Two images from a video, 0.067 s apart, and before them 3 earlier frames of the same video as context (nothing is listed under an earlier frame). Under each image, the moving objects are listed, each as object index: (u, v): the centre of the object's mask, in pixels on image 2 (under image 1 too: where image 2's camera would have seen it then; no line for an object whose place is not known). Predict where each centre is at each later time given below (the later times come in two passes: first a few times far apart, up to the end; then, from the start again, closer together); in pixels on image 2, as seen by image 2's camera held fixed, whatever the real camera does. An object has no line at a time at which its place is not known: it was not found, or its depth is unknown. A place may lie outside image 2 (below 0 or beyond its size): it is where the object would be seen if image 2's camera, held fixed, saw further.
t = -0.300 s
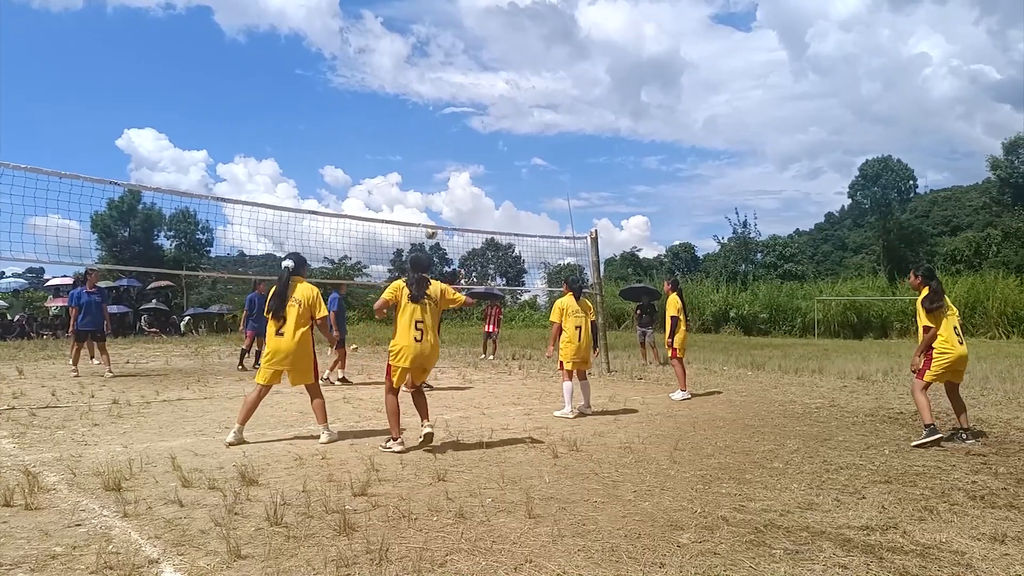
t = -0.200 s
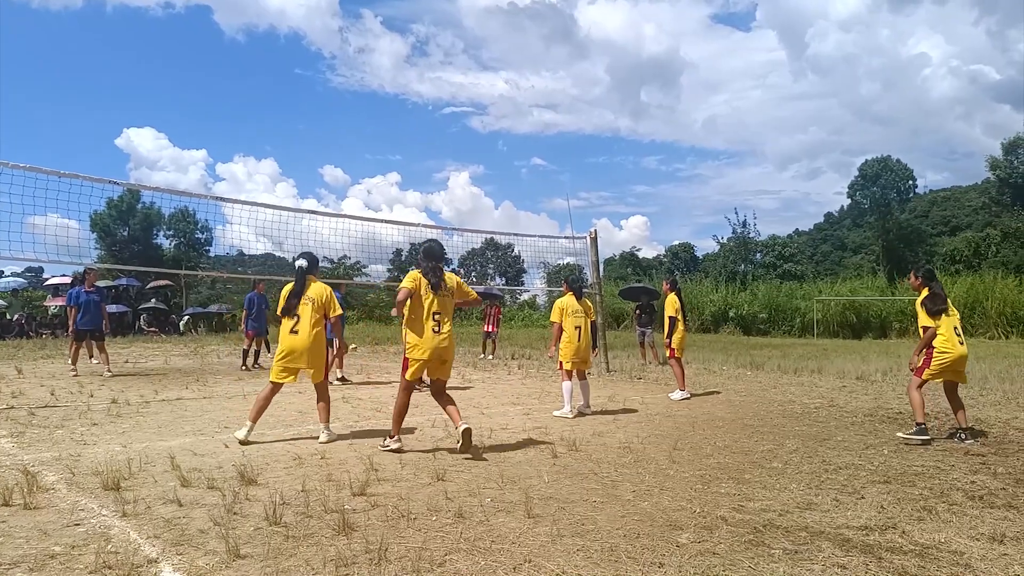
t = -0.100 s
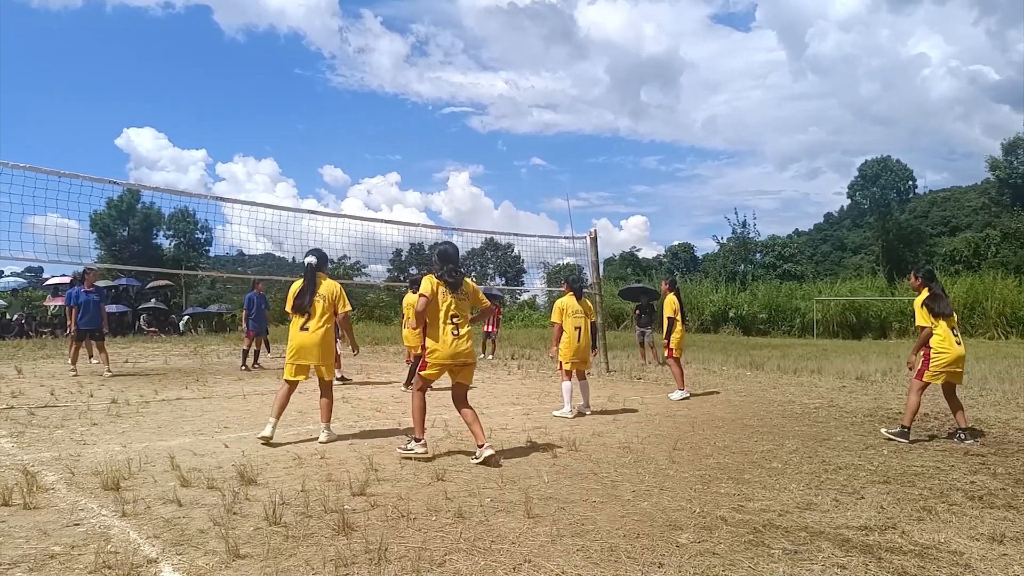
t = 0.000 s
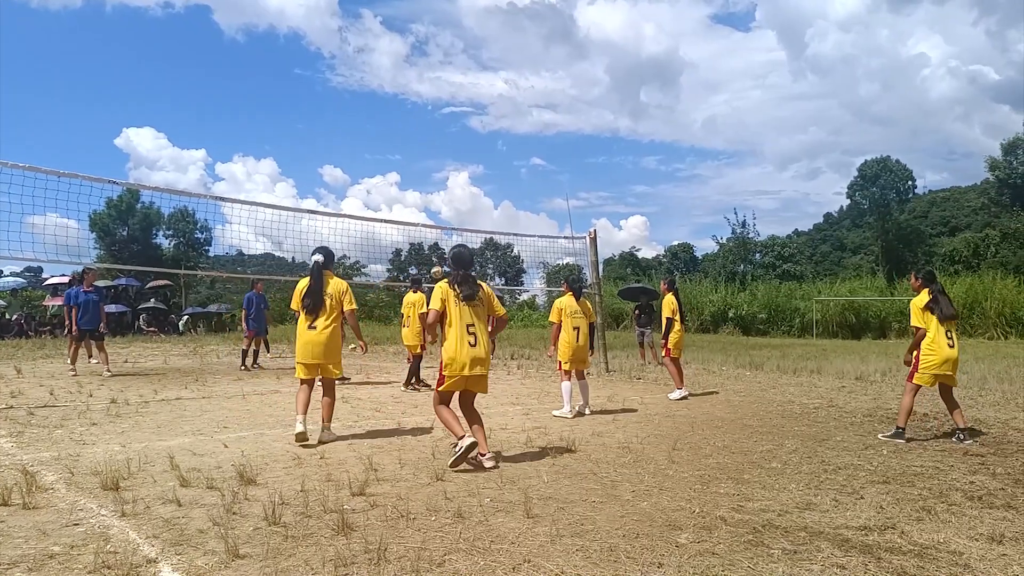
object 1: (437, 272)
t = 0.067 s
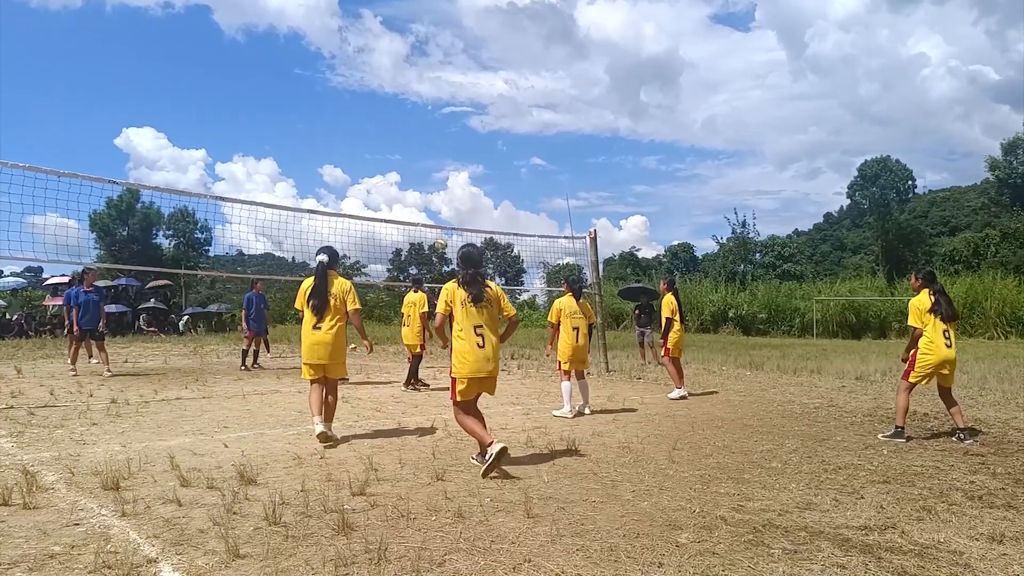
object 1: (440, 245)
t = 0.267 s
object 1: (456, 173)
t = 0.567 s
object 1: (483, 100)
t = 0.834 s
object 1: (514, 78)
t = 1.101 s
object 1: (548, 113)
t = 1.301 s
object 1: (576, 184)
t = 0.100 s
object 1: (443, 234)
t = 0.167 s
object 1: (448, 207)
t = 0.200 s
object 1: (451, 196)
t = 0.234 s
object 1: (453, 184)
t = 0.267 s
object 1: (456, 173)
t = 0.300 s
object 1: (459, 163)
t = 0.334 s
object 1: (462, 153)
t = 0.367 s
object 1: (465, 144)
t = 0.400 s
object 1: (467, 135)
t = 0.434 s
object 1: (470, 127)
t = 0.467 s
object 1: (473, 119)
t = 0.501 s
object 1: (477, 113)
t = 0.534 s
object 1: (480, 106)
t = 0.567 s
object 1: (483, 100)
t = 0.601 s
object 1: (486, 95)
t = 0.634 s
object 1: (491, 88)
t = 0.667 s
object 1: (495, 85)
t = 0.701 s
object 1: (499, 82)
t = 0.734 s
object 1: (502, 80)
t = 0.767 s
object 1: (506, 79)
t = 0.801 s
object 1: (510, 78)
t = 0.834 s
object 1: (514, 78)
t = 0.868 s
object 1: (518, 79)
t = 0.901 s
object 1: (522, 81)
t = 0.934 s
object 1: (526, 84)
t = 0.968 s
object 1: (530, 88)
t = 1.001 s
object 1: (534, 93)
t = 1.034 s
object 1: (539, 98)
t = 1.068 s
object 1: (543, 105)
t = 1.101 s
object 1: (548, 113)
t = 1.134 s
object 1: (552, 121)
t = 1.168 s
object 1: (557, 131)
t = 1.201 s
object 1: (561, 142)
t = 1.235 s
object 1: (566, 155)
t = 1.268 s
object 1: (571, 169)
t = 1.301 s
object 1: (576, 184)
